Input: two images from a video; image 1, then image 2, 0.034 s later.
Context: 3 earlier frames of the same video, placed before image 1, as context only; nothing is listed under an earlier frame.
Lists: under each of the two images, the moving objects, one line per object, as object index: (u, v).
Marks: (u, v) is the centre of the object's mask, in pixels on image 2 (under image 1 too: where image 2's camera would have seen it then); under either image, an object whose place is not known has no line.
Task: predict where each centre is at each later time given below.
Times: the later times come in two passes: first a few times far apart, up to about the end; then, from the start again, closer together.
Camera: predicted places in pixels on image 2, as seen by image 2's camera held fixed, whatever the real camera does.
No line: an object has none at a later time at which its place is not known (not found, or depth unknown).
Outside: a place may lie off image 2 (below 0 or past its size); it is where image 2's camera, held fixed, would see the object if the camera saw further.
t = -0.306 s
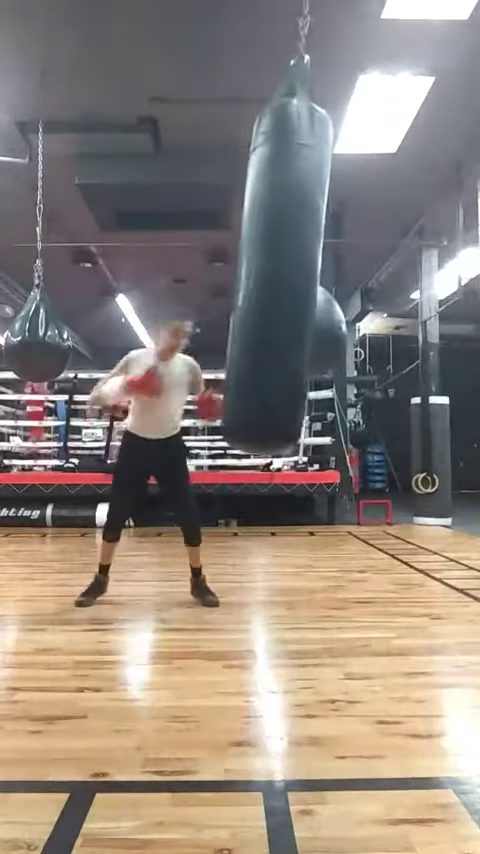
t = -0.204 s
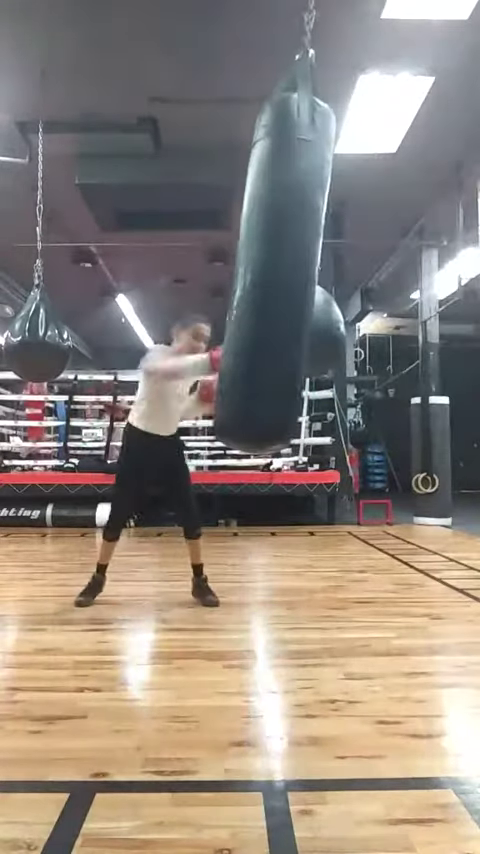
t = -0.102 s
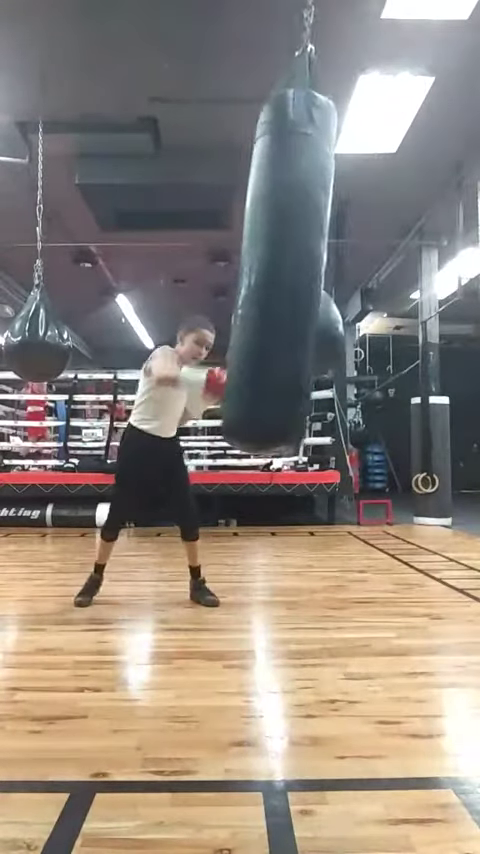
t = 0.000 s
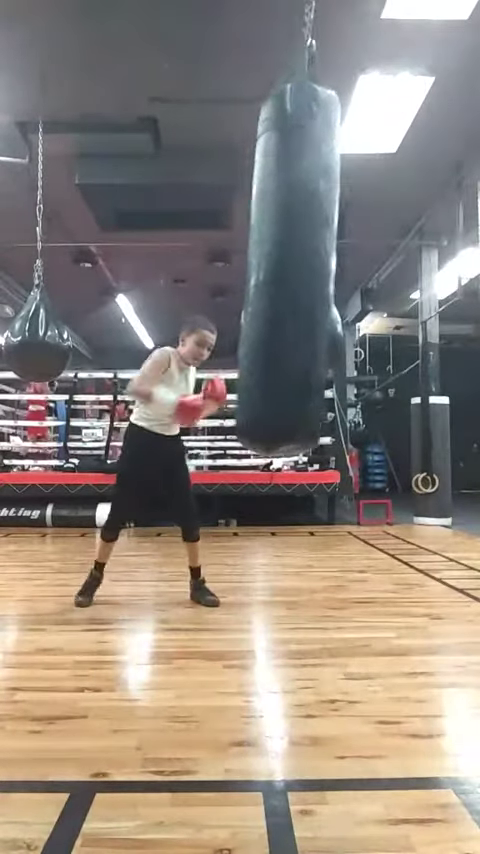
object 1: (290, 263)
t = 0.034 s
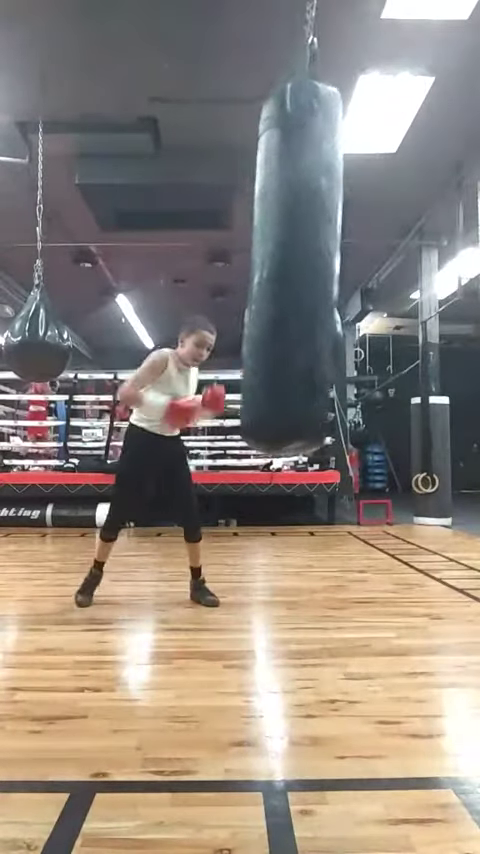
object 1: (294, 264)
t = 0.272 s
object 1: (332, 255)
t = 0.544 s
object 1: (379, 251)
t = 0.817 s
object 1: (415, 246)
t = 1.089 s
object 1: (421, 242)
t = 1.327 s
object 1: (413, 254)
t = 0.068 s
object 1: (302, 262)
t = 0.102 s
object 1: (307, 260)
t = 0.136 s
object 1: (311, 259)
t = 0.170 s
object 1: (317, 259)
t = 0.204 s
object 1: (322, 257)
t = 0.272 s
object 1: (332, 255)
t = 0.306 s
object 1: (339, 254)
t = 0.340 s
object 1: (345, 255)
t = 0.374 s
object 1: (350, 253)
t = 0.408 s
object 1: (356, 254)
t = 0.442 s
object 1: (363, 253)
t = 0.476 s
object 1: (369, 252)
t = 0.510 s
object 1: (375, 251)
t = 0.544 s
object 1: (379, 251)
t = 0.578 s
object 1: (385, 250)
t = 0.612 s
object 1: (390, 249)
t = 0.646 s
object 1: (395, 250)
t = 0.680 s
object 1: (400, 250)
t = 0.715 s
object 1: (404, 249)
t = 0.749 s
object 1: (409, 247)
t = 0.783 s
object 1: (412, 247)
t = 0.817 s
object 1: (415, 246)
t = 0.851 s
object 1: (417, 245)
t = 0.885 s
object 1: (419, 244)
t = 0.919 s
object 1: (420, 243)
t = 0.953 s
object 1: (421, 241)
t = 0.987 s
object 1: (422, 241)
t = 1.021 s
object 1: (422, 241)
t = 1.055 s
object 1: (422, 242)
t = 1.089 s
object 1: (421, 242)
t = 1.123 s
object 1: (421, 243)
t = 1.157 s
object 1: (420, 243)
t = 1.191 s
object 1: (419, 244)
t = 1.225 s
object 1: (418, 245)
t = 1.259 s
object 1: (416, 248)
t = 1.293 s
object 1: (415, 251)
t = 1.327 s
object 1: (413, 254)
